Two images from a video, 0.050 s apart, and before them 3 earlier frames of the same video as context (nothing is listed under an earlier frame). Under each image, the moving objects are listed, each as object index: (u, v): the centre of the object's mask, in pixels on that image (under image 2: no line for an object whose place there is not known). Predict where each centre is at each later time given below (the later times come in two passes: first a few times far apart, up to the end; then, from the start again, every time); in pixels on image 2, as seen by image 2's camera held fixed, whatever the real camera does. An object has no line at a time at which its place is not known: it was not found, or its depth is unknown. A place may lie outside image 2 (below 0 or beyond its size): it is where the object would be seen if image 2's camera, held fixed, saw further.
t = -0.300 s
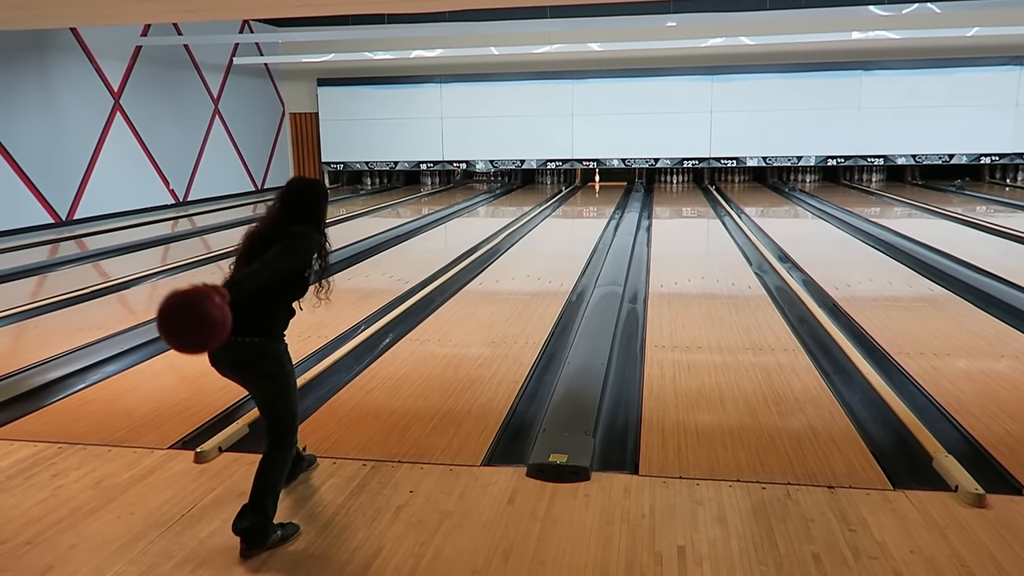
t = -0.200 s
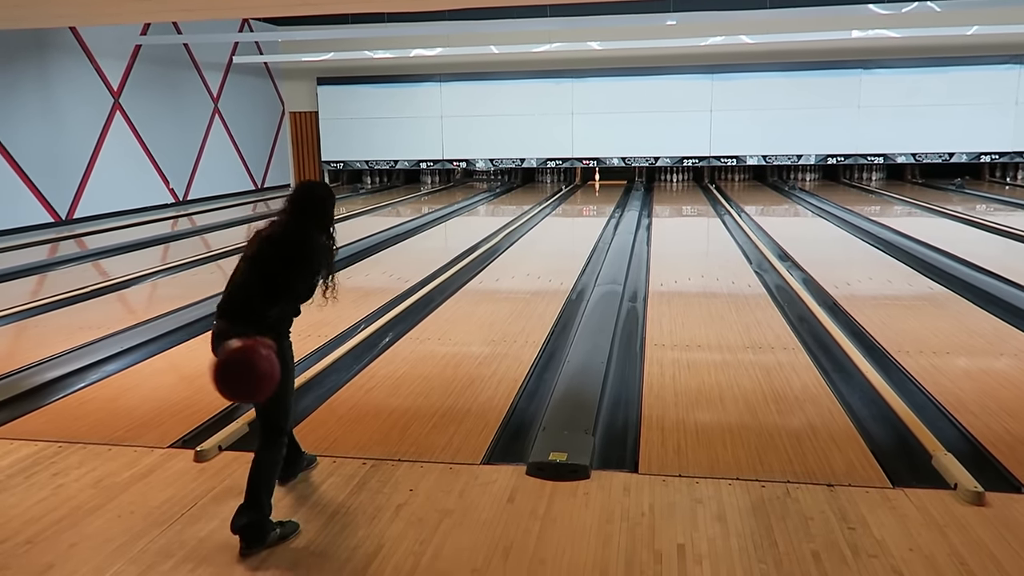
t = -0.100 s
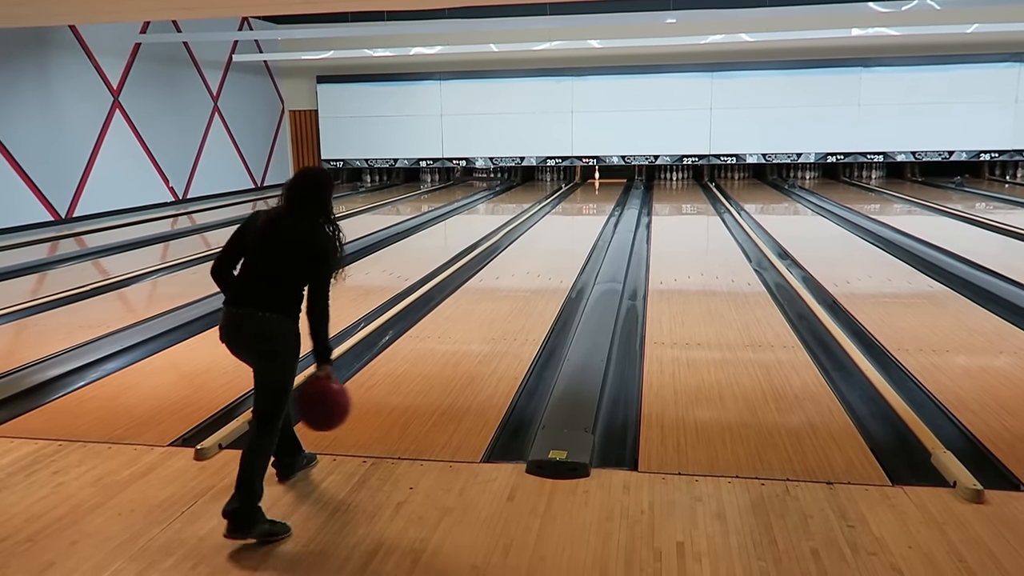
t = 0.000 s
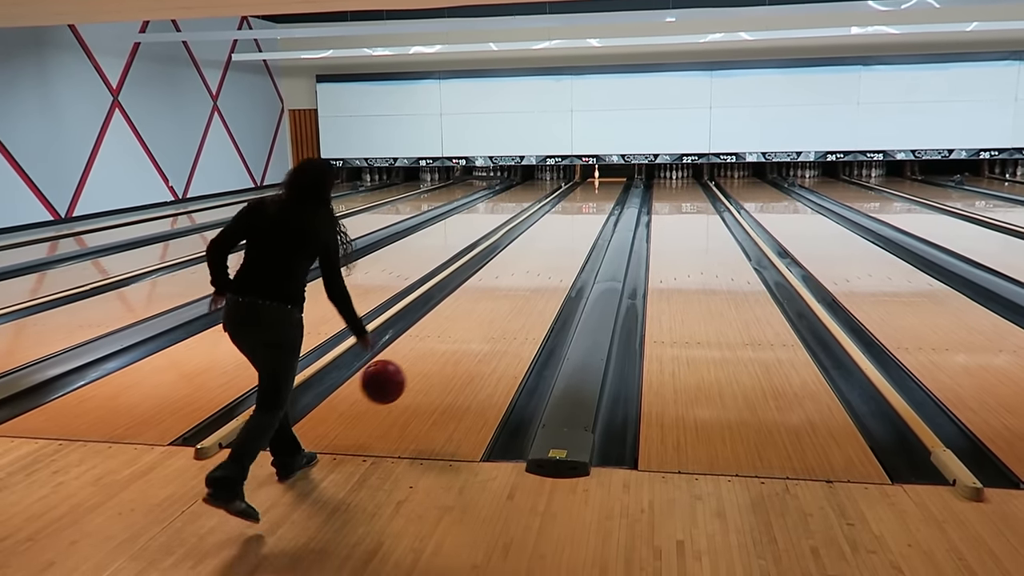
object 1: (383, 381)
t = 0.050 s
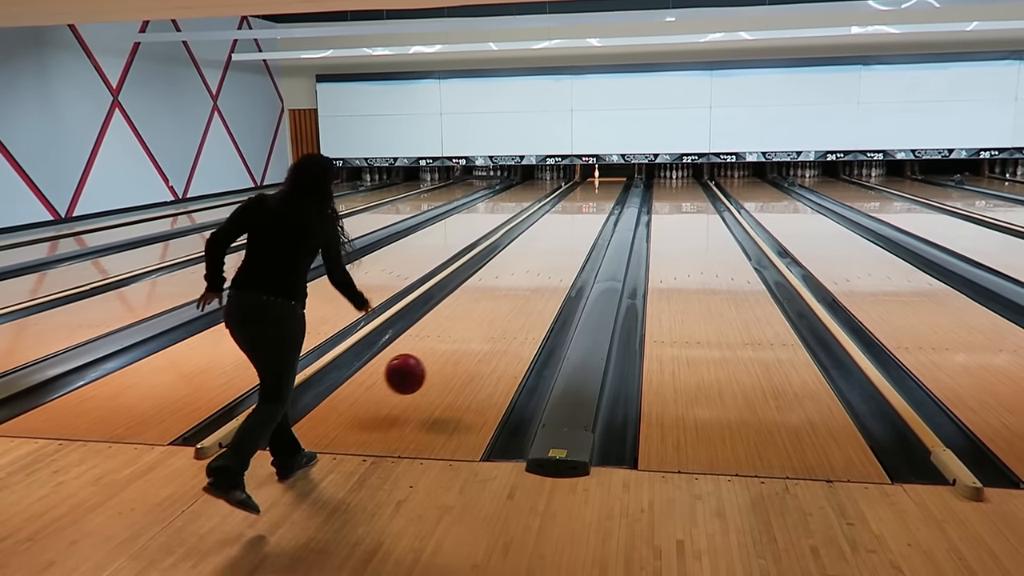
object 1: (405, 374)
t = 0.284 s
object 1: (471, 323)
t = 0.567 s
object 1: (513, 275)
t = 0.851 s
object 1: (538, 245)
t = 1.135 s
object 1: (555, 225)
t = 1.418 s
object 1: (567, 211)
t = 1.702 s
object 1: (575, 201)
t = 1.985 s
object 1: (582, 193)
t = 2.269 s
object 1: (586, 186)
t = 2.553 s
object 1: (590, 182)
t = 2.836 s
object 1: (594, 177)
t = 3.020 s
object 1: (595, 175)
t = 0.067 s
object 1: (411, 372)
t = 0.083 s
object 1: (418, 372)
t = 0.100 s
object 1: (424, 371)
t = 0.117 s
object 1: (429, 372)
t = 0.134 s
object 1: (434, 366)
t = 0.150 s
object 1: (439, 358)
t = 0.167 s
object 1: (444, 352)
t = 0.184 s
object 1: (448, 347)
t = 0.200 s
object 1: (452, 342)
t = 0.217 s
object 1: (456, 338)
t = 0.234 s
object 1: (460, 335)
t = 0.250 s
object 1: (464, 332)
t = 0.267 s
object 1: (467, 327)
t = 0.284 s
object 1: (471, 323)
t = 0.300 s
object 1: (474, 319)
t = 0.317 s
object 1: (477, 316)
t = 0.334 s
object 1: (480, 313)
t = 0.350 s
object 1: (483, 309)
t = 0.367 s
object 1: (486, 306)
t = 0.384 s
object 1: (488, 303)
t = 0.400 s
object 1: (491, 300)
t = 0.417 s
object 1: (494, 297)
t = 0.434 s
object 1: (496, 294)
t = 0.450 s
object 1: (499, 292)
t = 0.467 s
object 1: (501, 289)
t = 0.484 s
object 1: (503, 286)
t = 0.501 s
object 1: (505, 284)
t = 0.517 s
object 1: (507, 281)
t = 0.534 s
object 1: (509, 279)
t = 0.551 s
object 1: (511, 277)
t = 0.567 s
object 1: (513, 275)
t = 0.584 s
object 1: (515, 273)
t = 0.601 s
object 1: (517, 271)
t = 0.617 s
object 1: (519, 268)
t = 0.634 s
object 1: (520, 266)
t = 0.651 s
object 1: (522, 265)
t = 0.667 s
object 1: (523, 263)
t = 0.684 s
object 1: (525, 261)
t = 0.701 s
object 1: (527, 259)
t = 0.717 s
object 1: (528, 257)
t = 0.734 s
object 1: (529, 256)
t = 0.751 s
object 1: (531, 254)
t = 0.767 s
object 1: (532, 252)
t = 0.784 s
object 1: (533, 251)
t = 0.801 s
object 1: (535, 249)
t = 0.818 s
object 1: (536, 248)
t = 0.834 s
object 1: (537, 246)
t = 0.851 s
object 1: (538, 245)
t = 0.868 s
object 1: (540, 243)
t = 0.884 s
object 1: (541, 242)
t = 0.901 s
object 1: (542, 241)
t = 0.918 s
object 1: (543, 239)
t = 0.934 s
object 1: (544, 238)
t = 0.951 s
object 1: (545, 237)
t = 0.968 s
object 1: (546, 236)
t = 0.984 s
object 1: (547, 234)
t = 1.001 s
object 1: (548, 233)
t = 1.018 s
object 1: (549, 232)
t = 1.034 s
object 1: (550, 231)
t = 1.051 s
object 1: (551, 230)
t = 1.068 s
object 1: (552, 229)
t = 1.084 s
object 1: (553, 228)
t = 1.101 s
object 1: (553, 227)
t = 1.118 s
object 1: (554, 226)
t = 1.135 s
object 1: (555, 225)
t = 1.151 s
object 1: (556, 224)
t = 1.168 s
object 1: (557, 223)
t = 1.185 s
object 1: (557, 222)
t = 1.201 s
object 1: (558, 221)
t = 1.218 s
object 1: (559, 220)
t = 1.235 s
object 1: (560, 219)
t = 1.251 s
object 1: (560, 219)
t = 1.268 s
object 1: (561, 218)
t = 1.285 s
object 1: (562, 217)
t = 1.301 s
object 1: (562, 216)
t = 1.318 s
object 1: (563, 215)
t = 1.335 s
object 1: (564, 214)
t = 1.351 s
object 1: (564, 214)
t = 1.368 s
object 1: (565, 213)
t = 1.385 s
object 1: (566, 212)
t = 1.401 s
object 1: (566, 211)
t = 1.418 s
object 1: (567, 211)
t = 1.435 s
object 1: (567, 210)
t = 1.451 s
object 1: (568, 209)
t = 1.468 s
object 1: (568, 209)
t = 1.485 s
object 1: (569, 208)
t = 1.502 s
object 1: (569, 208)
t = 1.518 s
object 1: (570, 207)
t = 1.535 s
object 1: (570, 206)
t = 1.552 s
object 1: (571, 206)
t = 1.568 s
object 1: (571, 205)
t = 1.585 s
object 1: (572, 204)
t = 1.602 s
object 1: (572, 204)
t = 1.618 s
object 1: (573, 203)
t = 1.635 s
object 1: (573, 203)
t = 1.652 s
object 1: (574, 202)
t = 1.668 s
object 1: (574, 202)
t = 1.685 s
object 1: (575, 201)
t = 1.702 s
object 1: (575, 201)
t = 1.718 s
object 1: (576, 200)
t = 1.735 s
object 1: (576, 199)
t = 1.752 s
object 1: (577, 199)
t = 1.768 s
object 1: (577, 198)
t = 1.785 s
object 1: (577, 197)
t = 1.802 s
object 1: (578, 197)
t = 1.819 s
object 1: (578, 197)
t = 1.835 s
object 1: (578, 196)
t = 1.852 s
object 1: (579, 196)
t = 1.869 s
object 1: (579, 196)
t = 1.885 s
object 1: (579, 195)
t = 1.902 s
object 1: (579, 195)
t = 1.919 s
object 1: (580, 194)
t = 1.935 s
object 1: (581, 194)
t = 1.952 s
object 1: (581, 194)
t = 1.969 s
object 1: (581, 193)
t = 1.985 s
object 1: (582, 193)
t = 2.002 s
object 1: (582, 192)
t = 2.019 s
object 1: (582, 192)
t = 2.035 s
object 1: (583, 191)
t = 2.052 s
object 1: (583, 191)
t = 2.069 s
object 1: (583, 191)
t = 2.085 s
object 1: (583, 190)
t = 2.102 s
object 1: (584, 190)
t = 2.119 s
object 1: (584, 189)
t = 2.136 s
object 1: (584, 189)
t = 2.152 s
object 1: (585, 189)
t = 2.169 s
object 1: (585, 188)
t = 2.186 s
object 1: (585, 188)
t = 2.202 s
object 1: (585, 187)
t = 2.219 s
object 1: (586, 187)
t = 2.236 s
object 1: (586, 187)
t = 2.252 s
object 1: (586, 186)
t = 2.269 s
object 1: (586, 186)
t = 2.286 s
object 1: (587, 186)
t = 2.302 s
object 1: (587, 186)
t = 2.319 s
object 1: (587, 185)
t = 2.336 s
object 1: (587, 185)
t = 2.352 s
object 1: (587, 185)
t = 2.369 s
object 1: (588, 185)
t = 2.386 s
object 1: (588, 184)
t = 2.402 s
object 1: (588, 184)
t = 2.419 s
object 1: (588, 184)
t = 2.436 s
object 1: (589, 183)
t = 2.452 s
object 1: (589, 183)
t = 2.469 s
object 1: (590, 183)
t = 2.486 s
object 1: (590, 183)
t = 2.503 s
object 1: (590, 182)
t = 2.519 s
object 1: (590, 182)
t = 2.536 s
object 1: (590, 182)
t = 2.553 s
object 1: (590, 182)
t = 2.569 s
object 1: (590, 181)
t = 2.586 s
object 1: (590, 181)
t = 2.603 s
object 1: (591, 181)
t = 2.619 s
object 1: (591, 181)
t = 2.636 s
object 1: (591, 180)
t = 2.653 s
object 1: (591, 180)
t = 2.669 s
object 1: (592, 179)
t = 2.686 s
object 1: (592, 179)
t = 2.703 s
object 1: (592, 179)
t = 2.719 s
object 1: (592, 179)
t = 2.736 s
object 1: (592, 179)
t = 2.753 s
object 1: (592, 178)
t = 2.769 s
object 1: (593, 178)
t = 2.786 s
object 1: (593, 178)
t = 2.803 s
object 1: (593, 178)
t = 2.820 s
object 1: (593, 177)
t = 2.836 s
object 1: (594, 177)
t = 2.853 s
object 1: (594, 177)
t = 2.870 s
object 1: (594, 177)
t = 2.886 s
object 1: (594, 177)
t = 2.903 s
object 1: (594, 177)
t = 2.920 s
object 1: (595, 176)
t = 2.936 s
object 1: (595, 175)
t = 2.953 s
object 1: (595, 175)
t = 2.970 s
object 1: (595, 175)
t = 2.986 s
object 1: (595, 175)
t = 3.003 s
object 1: (595, 175)
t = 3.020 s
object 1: (595, 175)
